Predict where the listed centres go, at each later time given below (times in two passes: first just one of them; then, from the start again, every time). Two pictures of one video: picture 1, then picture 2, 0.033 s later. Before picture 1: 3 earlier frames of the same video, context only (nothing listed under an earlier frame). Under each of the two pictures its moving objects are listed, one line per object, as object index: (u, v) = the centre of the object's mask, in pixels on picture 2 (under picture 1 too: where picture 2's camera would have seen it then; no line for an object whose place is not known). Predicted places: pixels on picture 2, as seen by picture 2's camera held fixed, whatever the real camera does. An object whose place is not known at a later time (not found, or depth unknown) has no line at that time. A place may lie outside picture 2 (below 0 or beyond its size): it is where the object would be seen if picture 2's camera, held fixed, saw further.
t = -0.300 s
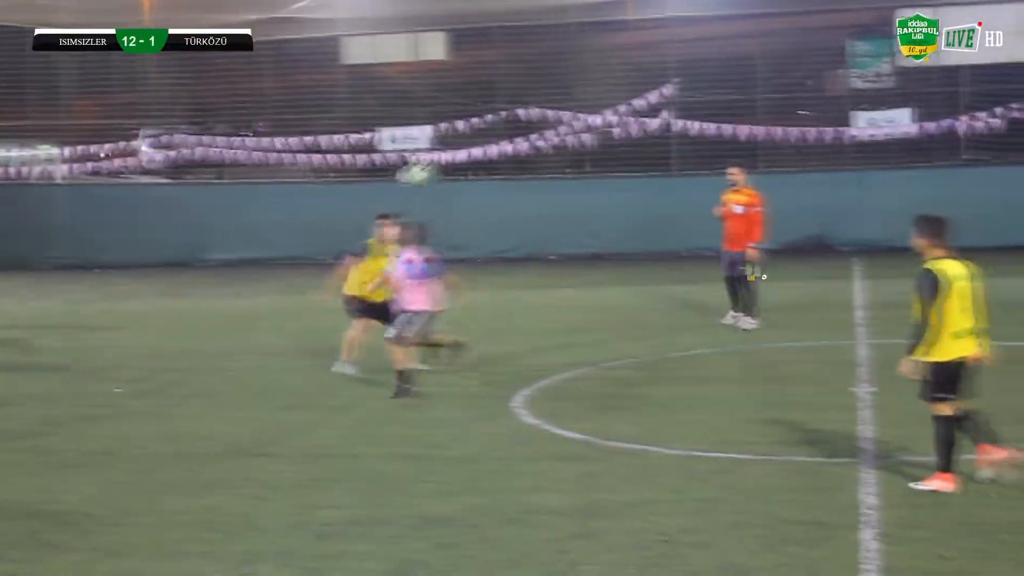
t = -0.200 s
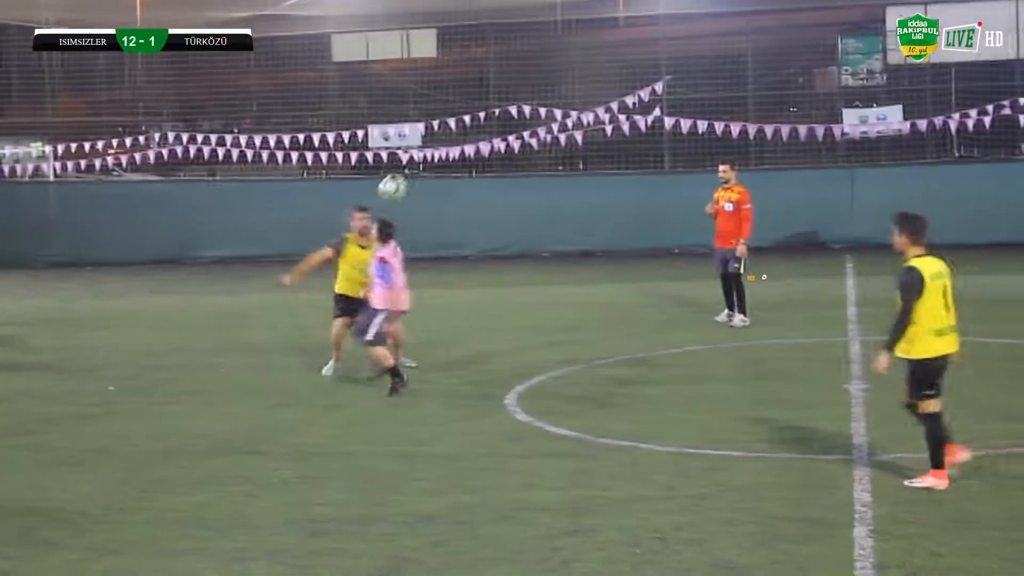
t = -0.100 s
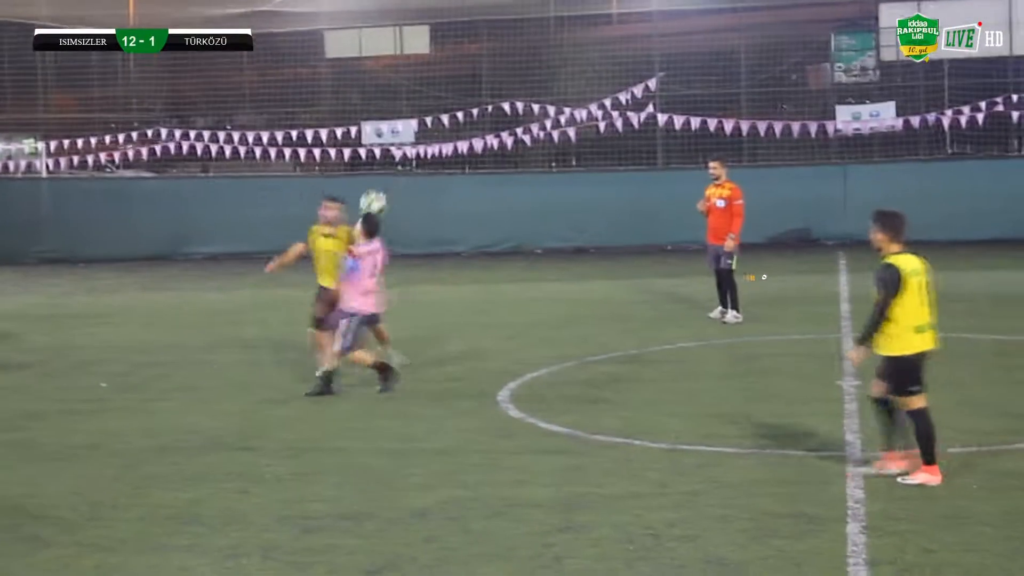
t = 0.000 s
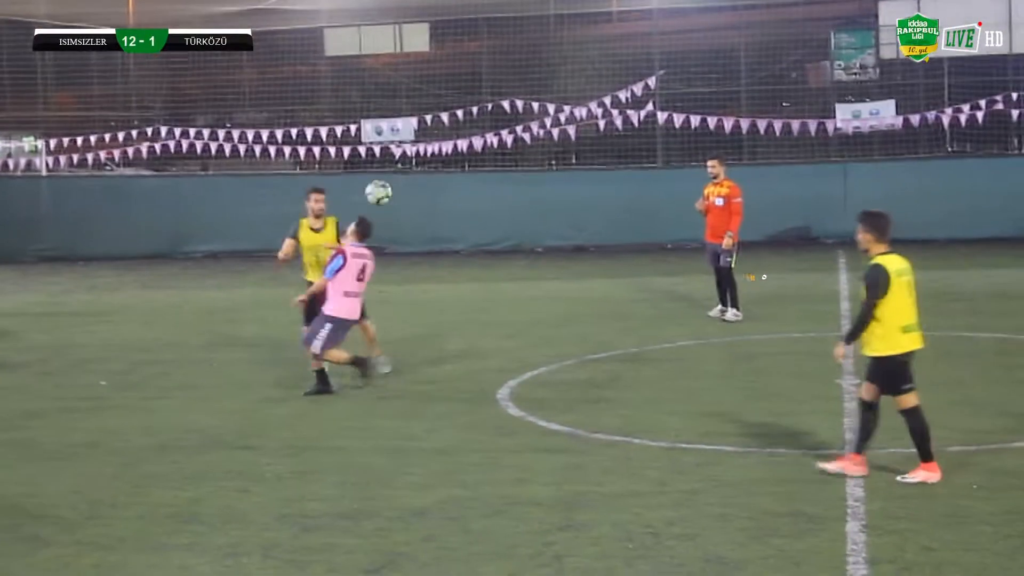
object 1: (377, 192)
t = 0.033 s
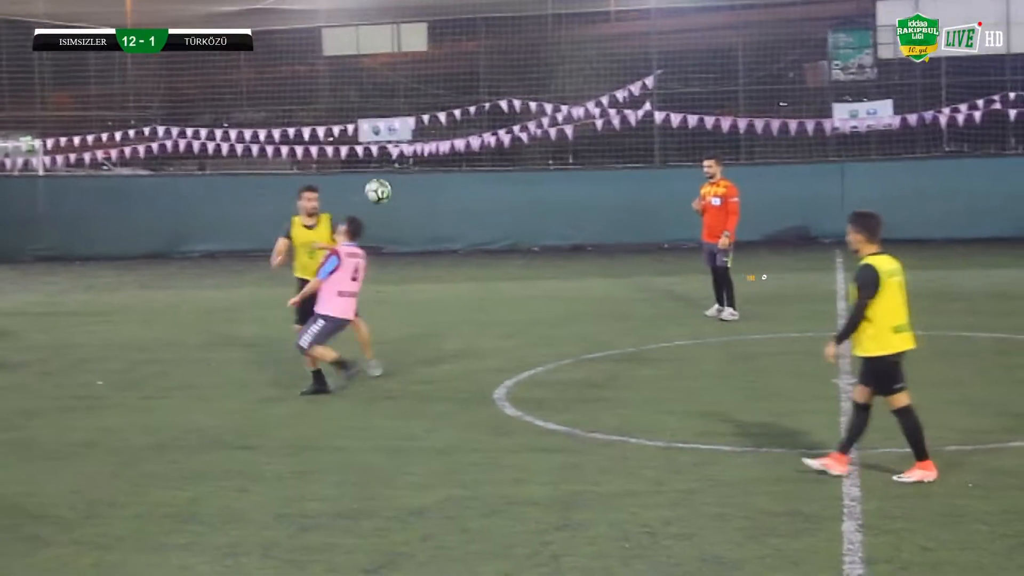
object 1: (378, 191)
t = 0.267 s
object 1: (396, 213)
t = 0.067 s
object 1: (381, 191)
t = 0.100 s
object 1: (383, 192)
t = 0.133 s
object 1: (387, 195)
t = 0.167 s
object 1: (388, 198)
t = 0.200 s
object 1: (391, 202)
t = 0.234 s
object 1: (393, 208)
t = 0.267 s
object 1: (396, 213)
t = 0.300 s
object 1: (397, 221)
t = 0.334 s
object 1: (400, 233)
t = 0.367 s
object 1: (401, 245)
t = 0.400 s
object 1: (404, 253)
